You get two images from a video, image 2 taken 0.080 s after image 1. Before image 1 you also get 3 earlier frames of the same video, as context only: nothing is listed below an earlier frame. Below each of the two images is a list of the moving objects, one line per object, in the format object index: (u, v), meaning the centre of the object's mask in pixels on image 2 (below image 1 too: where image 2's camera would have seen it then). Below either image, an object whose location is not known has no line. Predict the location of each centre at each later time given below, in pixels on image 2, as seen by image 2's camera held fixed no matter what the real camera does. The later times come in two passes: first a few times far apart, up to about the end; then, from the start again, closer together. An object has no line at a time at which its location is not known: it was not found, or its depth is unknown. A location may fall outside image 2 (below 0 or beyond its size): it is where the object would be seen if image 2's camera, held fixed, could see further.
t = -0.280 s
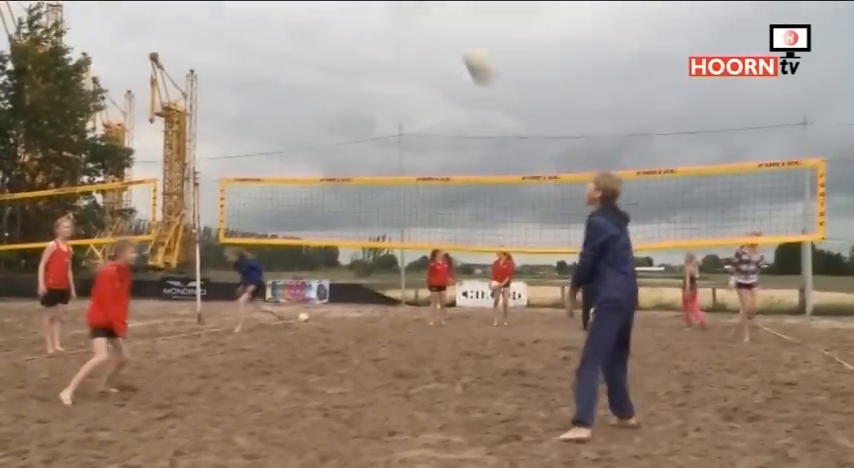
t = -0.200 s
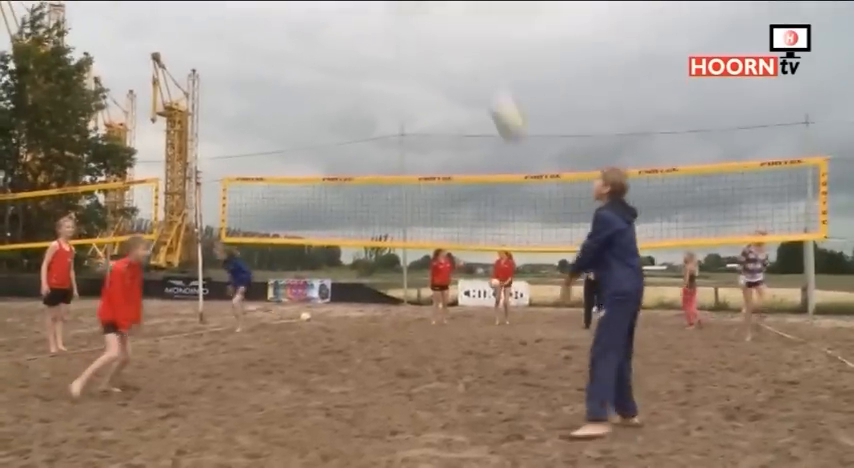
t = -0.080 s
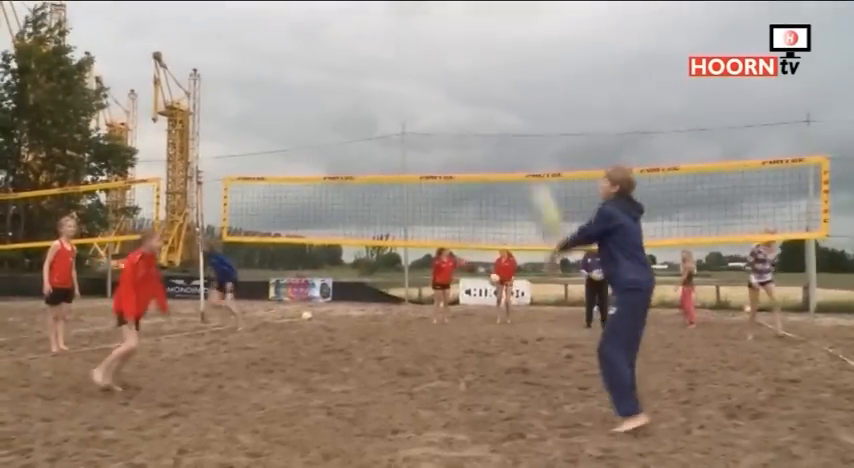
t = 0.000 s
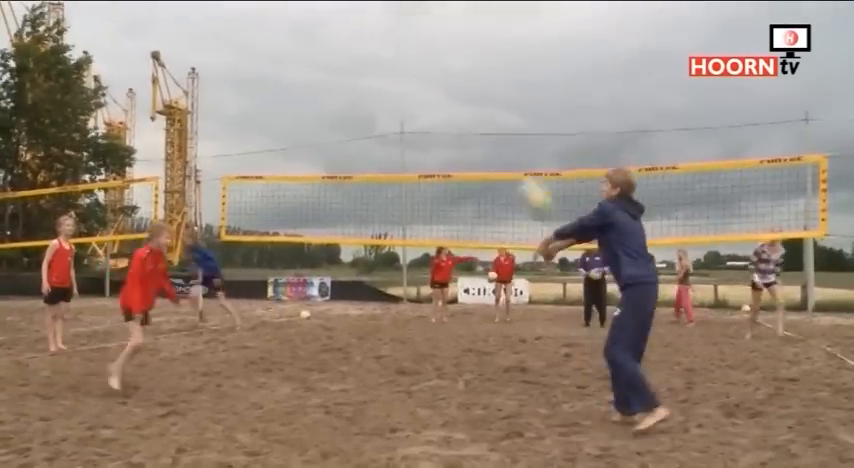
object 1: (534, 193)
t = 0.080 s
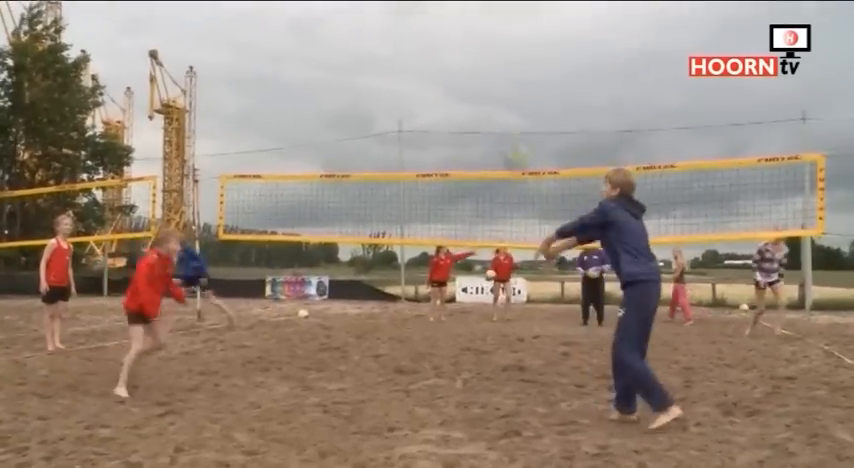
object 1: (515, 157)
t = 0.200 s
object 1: (480, 101)
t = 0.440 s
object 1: (422, 63)
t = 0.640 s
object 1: (382, 87)
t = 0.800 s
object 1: (349, 132)
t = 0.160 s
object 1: (490, 116)
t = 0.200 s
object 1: (480, 101)
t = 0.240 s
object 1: (471, 91)
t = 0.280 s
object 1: (461, 82)
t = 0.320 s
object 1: (452, 75)
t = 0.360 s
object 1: (441, 68)
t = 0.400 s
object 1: (432, 65)
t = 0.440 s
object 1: (422, 63)
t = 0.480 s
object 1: (414, 63)
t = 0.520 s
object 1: (406, 65)
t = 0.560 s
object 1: (398, 70)
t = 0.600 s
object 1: (390, 78)
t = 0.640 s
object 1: (382, 87)
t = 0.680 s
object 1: (371, 95)
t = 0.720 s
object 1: (364, 105)
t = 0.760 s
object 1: (356, 121)
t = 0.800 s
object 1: (349, 132)
